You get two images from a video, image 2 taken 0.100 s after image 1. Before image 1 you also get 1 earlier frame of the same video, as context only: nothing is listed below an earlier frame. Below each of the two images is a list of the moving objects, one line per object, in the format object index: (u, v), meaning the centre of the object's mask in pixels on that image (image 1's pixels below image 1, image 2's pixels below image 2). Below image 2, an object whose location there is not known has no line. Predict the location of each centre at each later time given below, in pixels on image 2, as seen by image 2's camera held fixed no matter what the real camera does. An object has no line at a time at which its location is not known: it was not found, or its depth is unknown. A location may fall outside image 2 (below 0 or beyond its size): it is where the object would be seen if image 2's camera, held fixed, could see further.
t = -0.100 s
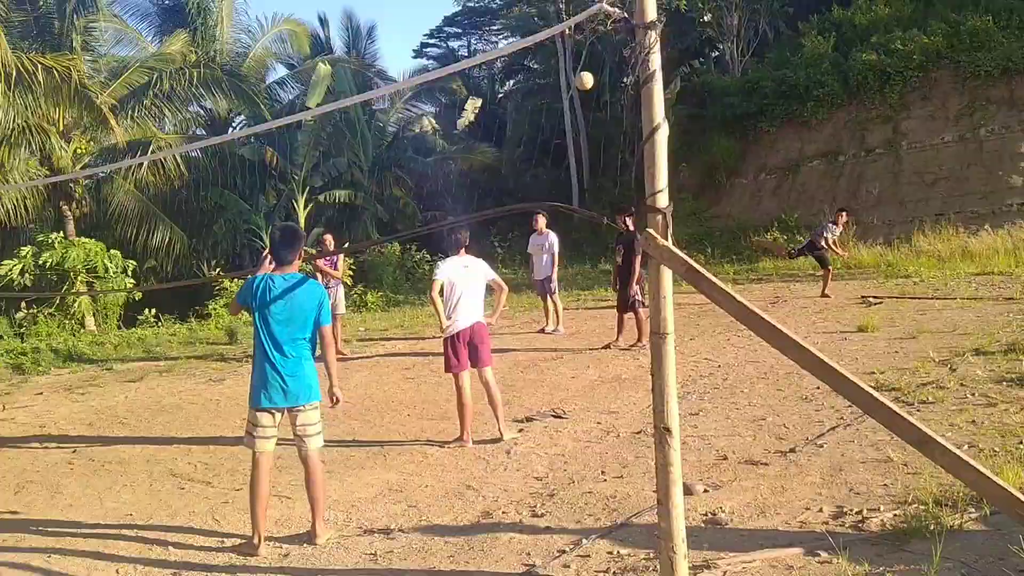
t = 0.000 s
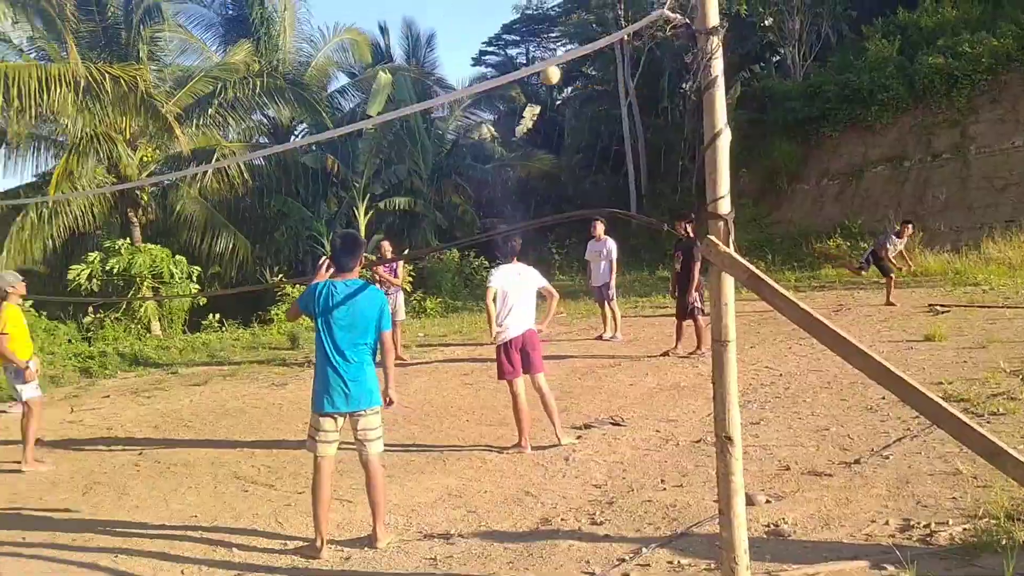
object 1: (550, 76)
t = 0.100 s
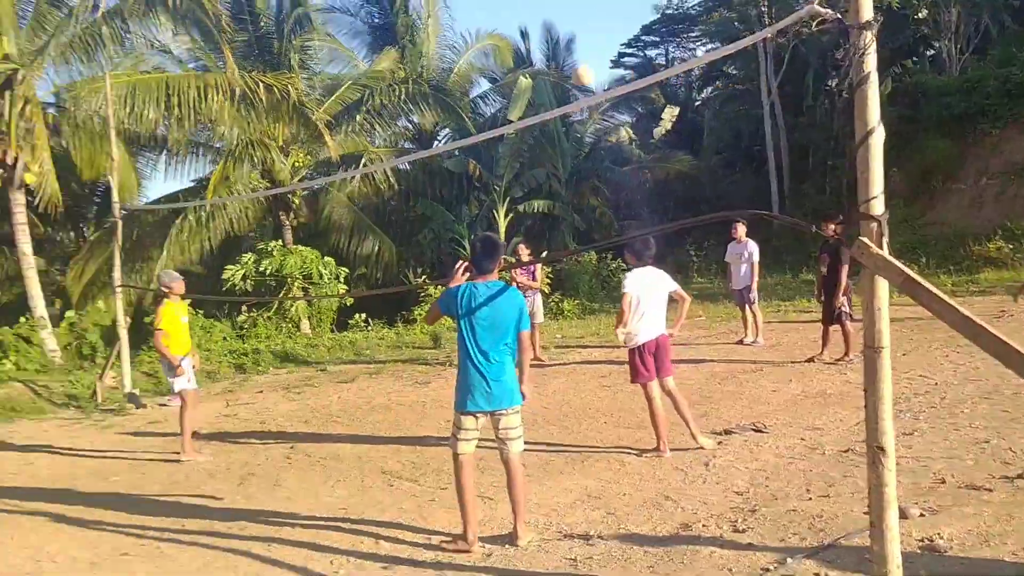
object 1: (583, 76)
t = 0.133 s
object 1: (541, 77)
